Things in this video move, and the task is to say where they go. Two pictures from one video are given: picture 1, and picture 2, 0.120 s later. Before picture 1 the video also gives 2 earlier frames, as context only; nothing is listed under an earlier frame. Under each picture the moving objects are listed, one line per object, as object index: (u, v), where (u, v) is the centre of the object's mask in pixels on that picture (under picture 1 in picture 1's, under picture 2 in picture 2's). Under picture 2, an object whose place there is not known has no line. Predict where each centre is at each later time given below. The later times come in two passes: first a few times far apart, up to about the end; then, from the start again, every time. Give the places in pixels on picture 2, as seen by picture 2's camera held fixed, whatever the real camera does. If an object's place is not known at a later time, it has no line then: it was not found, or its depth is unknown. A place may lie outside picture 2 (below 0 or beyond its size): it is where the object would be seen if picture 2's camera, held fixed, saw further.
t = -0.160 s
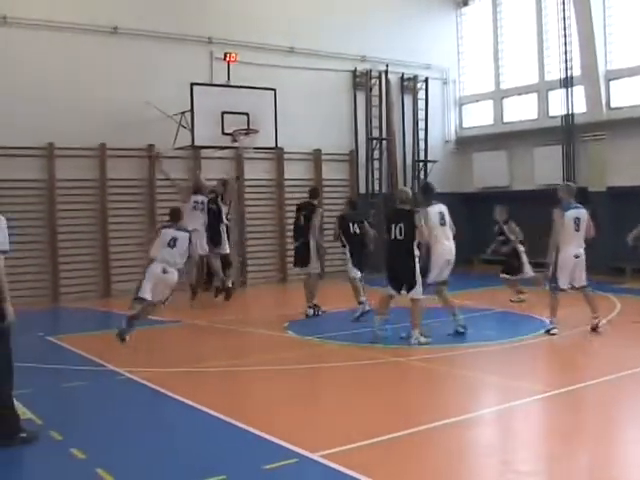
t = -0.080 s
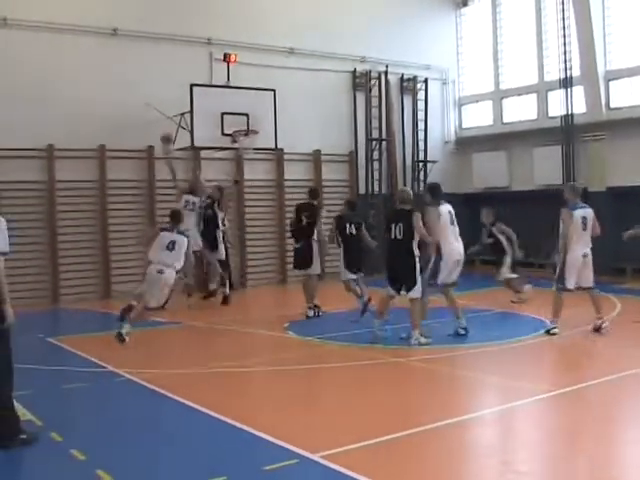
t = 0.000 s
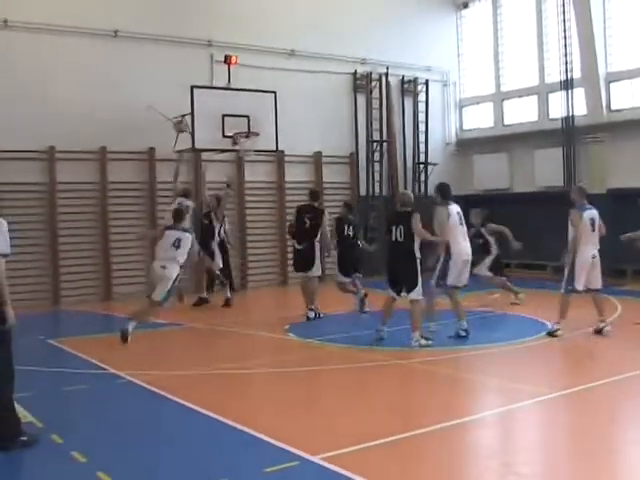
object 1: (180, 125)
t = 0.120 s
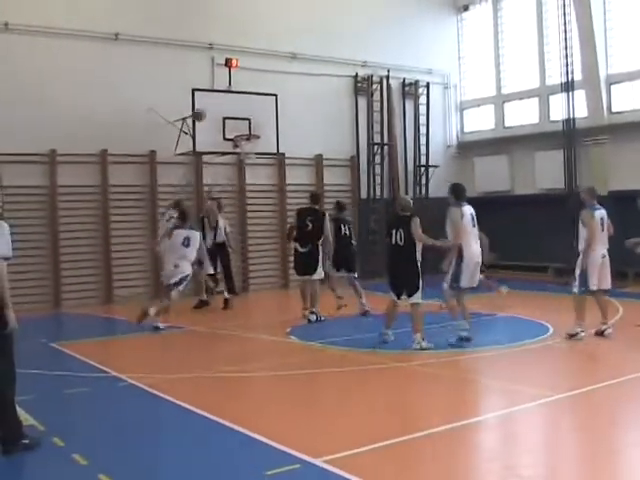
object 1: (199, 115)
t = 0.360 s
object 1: (232, 112)
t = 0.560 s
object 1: (258, 131)
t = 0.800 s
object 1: (270, 126)
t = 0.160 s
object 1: (204, 112)
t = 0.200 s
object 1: (210, 110)
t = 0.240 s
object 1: (215, 109)
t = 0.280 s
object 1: (220, 110)
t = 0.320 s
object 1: (226, 110)
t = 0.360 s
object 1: (232, 112)
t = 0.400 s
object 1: (237, 113)
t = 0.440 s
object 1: (242, 118)
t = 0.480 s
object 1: (249, 122)
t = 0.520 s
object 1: (254, 126)
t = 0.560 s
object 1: (258, 131)
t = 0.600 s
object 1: (261, 127)
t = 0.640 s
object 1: (262, 126)
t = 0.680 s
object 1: (265, 124)
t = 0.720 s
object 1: (267, 124)
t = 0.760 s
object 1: (269, 124)
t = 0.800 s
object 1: (270, 126)
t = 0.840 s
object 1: (272, 128)
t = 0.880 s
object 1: (274, 131)
